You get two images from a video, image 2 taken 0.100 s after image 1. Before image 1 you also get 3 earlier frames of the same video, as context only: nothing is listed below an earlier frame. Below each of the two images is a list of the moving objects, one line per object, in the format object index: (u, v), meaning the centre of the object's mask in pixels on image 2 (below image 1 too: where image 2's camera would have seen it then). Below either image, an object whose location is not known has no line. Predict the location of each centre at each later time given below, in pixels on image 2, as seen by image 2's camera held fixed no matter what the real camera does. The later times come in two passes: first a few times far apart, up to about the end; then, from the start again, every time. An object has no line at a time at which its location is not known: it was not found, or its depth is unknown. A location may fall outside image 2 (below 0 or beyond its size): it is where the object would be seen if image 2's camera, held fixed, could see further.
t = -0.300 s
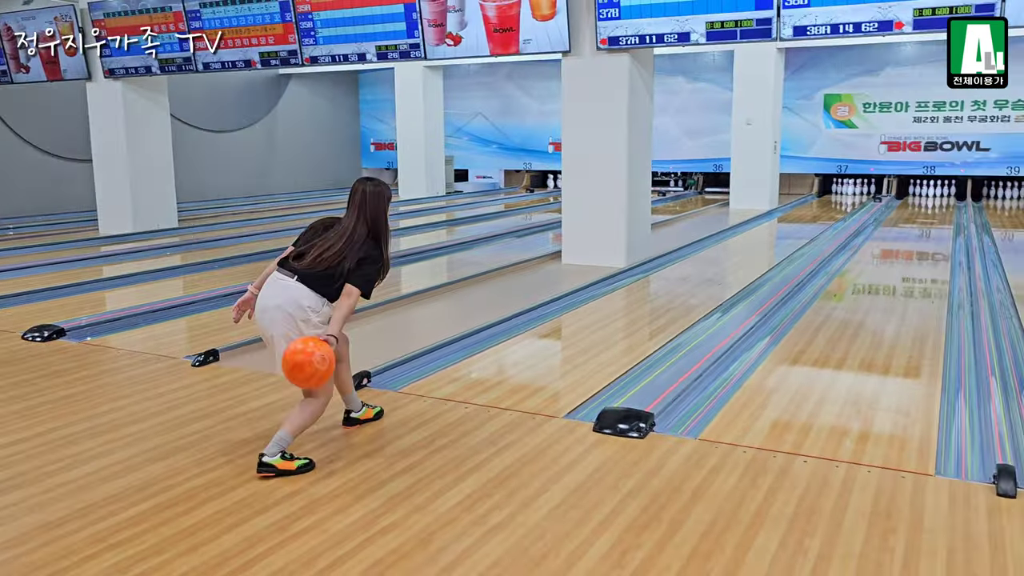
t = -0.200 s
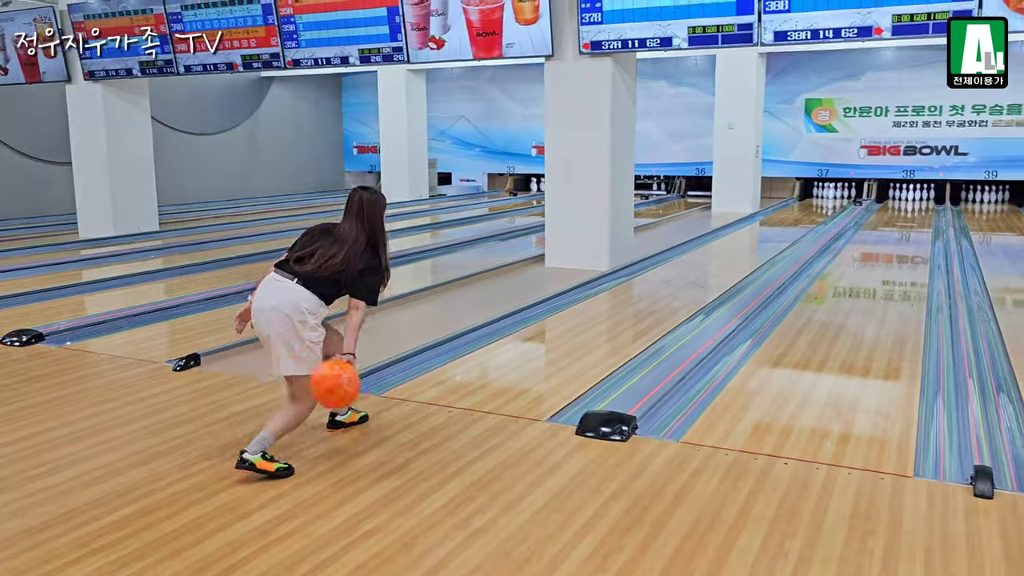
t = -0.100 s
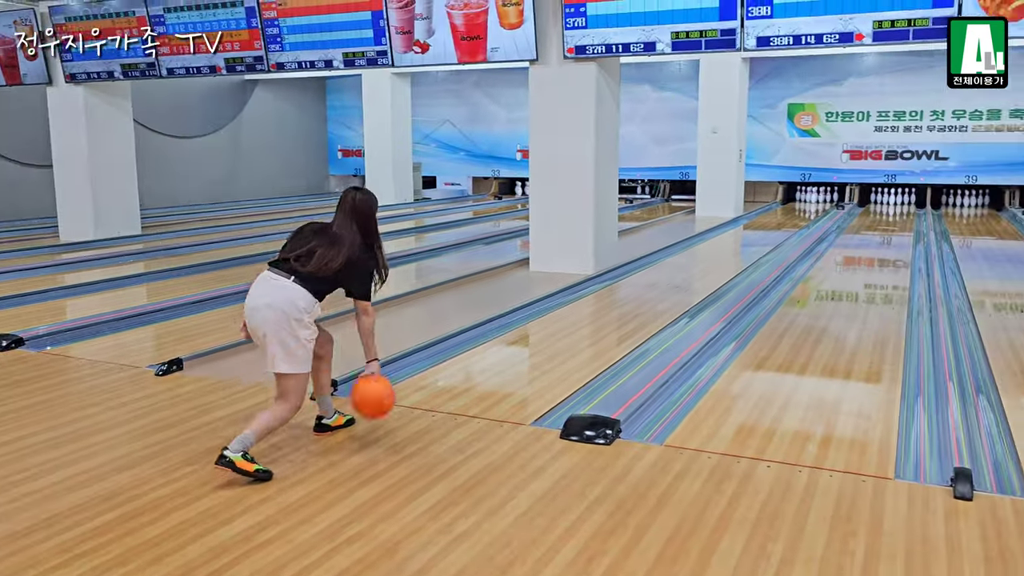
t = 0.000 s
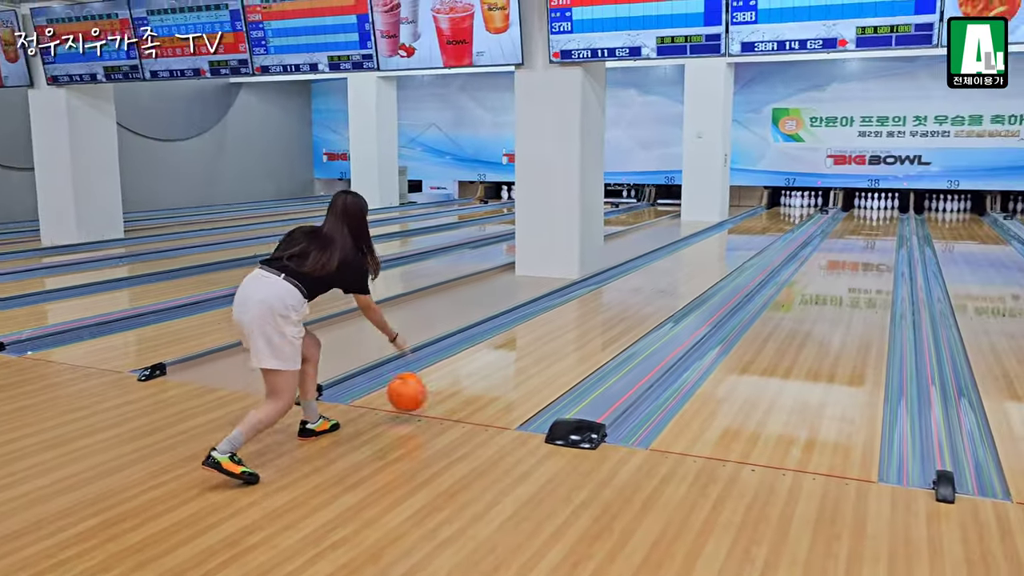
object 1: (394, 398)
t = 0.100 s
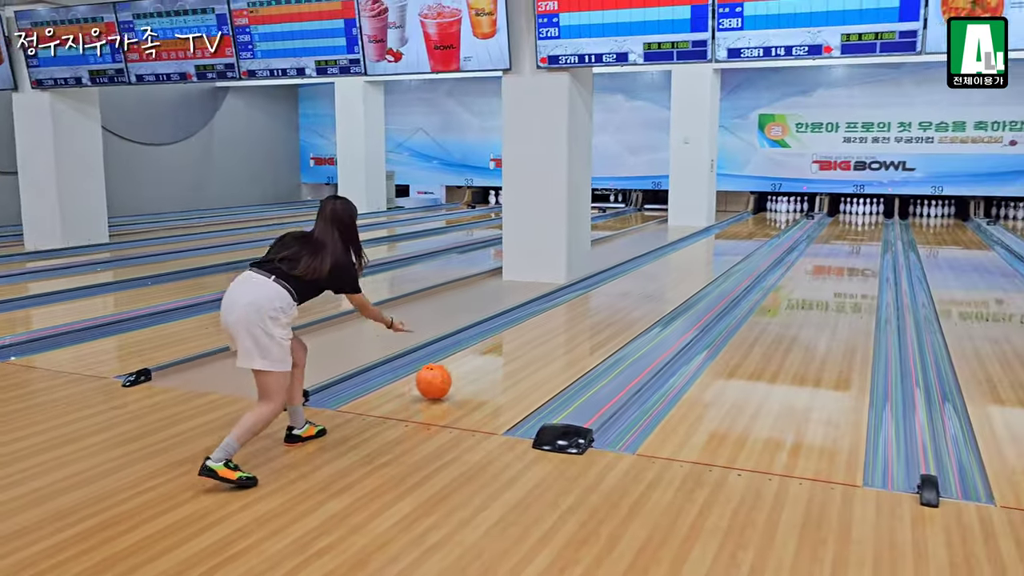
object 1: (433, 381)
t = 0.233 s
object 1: (475, 357)
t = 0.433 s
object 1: (523, 328)
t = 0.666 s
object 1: (563, 303)
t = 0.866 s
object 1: (589, 287)
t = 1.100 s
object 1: (612, 272)
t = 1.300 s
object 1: (625, 267)
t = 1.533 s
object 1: (645, 257)
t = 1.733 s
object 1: (661, 251)
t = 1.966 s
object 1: (677, 244)
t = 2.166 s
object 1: (688, 239)
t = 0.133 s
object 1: (445, 375)
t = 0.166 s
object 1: (456, 370)
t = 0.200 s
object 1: (466, 363)
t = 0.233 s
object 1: (475, 357)
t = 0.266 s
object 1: (484, 352)
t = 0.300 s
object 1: (493, 346)
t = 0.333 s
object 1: (501, 342)
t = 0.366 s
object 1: (508, 337)
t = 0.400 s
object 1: (516, 333)
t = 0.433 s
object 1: (523, 328)
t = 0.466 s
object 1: (529, 324)
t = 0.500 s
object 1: (536, 320)
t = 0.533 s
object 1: (542, 316)
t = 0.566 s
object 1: (547, 313)
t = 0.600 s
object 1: (552, 309)
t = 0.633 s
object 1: (558, 306)
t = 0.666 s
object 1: (563, 303)
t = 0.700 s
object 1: (568, 300)
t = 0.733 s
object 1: (572, 297)
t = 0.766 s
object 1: (577, 294)
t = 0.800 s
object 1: (581, 292)
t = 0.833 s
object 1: (585, 289)
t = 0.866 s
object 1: (589, 287)
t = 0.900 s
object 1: (592, 285)
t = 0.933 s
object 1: (596, 282)
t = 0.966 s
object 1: (600, 280)
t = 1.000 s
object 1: (603, 278)
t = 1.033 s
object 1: (606, 276)
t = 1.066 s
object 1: (609, 274)
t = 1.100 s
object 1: (612, 272)
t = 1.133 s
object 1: (615, 271)
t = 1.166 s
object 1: (618, 269)
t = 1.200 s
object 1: (620, 268)
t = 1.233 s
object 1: (622, 267)
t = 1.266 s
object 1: (623, 267)
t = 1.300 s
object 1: (625, 267)
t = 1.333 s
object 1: (628, 265)
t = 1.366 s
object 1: (631, 263)
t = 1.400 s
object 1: (634, 261)
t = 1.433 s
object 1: (638, 261)
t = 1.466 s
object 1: (640, 260)
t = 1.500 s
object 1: (643, 259)
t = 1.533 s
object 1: (645, 257)
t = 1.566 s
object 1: (649, 256)
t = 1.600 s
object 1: (652, 254)
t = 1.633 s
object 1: (655, 253)
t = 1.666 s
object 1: (657, 253)
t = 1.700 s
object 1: (658, 252)
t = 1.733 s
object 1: (661, 251)
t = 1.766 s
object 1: (663, 250)
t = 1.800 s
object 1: (666, 249)
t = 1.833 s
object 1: (669, 248)
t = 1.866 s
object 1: (671, 247)
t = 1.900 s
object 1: (673, 246)
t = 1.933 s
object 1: (675, 245)
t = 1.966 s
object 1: (677, 244)
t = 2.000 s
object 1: (679, 244)
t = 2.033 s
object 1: (681, 242)
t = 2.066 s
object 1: (683, 242)
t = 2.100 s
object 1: (684, 241)
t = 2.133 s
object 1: (686, 240)
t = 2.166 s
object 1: (688, 239)
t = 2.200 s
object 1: (690, 238)
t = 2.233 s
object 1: (691, 238)
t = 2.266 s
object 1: (693, 237)
